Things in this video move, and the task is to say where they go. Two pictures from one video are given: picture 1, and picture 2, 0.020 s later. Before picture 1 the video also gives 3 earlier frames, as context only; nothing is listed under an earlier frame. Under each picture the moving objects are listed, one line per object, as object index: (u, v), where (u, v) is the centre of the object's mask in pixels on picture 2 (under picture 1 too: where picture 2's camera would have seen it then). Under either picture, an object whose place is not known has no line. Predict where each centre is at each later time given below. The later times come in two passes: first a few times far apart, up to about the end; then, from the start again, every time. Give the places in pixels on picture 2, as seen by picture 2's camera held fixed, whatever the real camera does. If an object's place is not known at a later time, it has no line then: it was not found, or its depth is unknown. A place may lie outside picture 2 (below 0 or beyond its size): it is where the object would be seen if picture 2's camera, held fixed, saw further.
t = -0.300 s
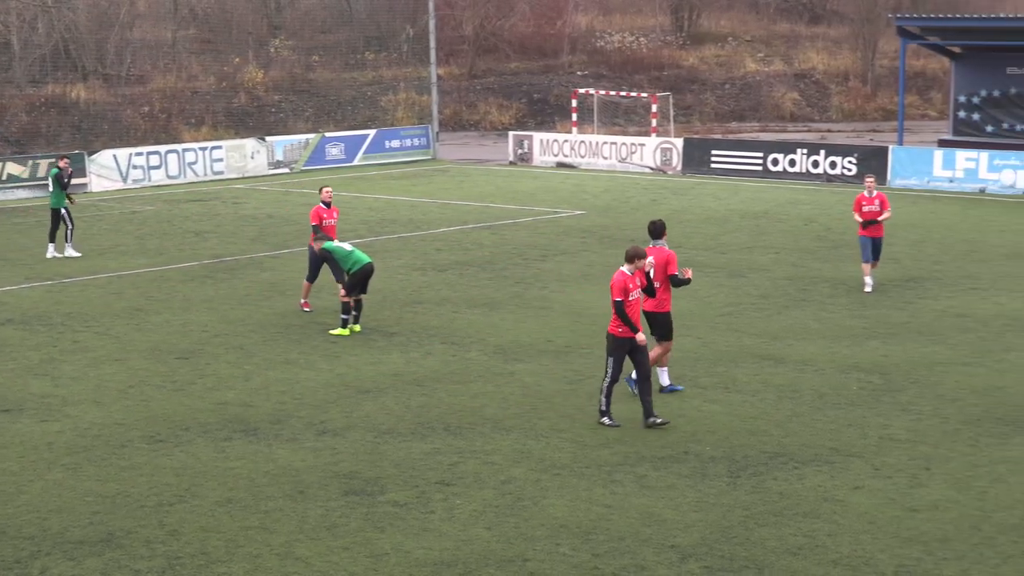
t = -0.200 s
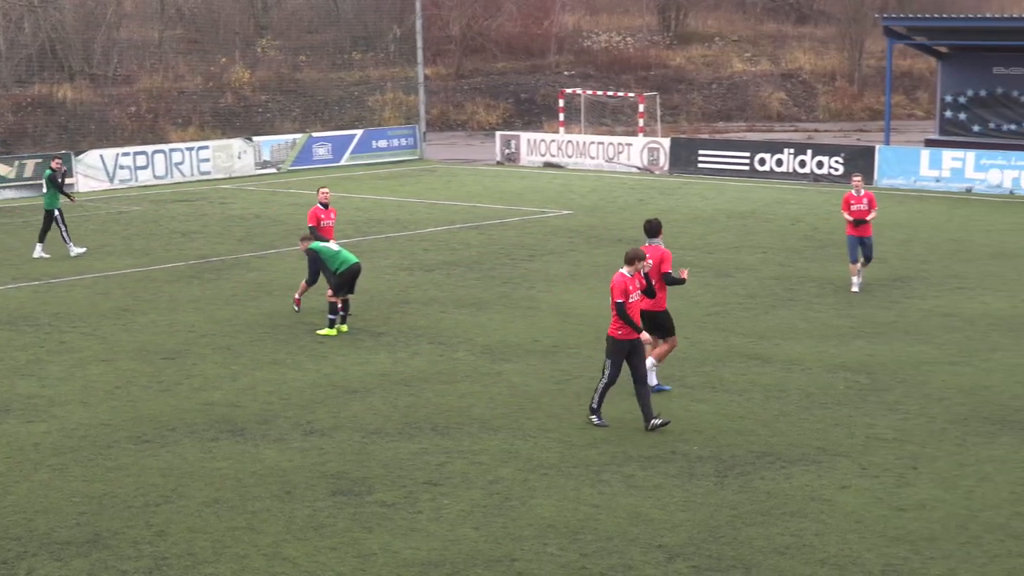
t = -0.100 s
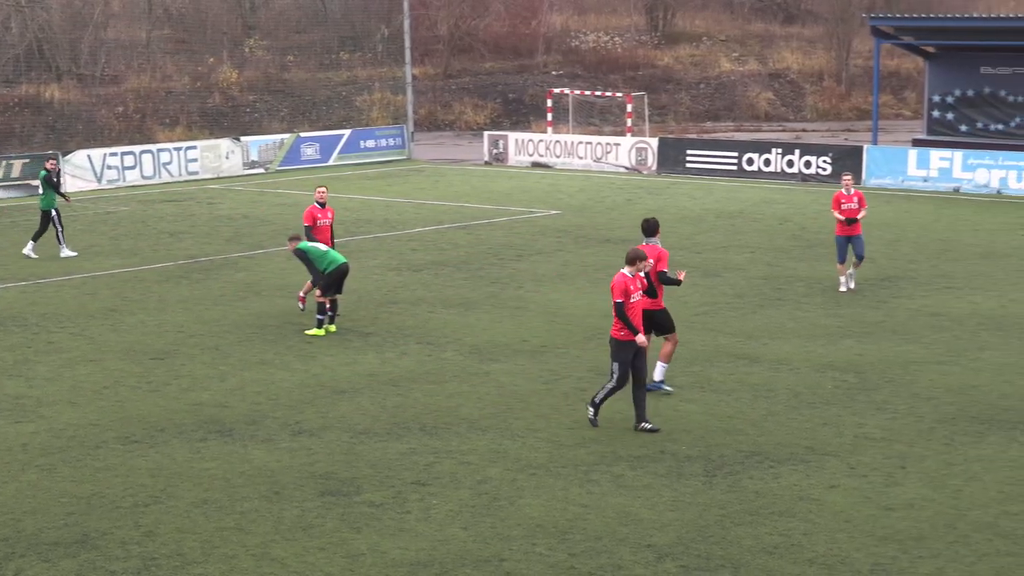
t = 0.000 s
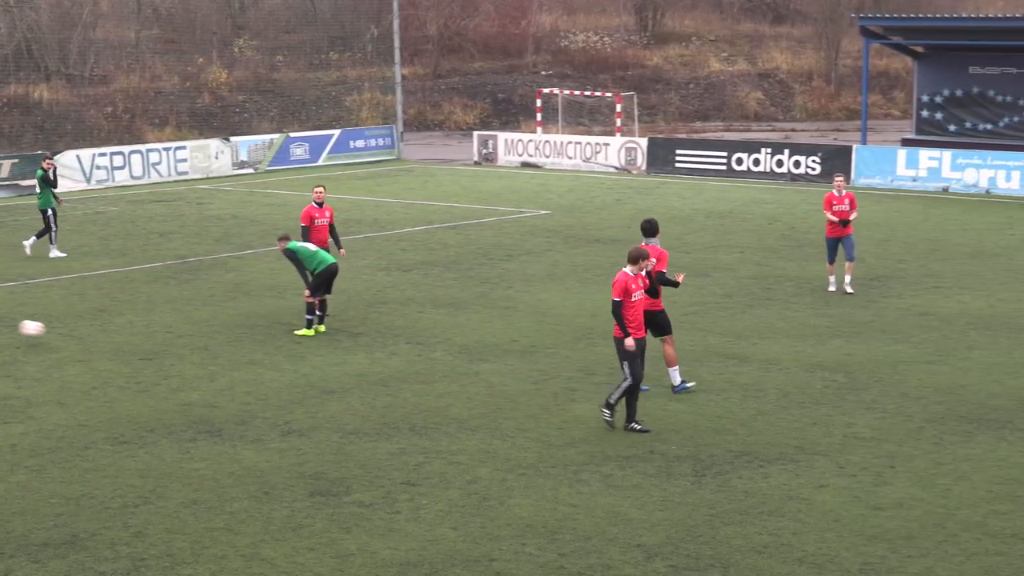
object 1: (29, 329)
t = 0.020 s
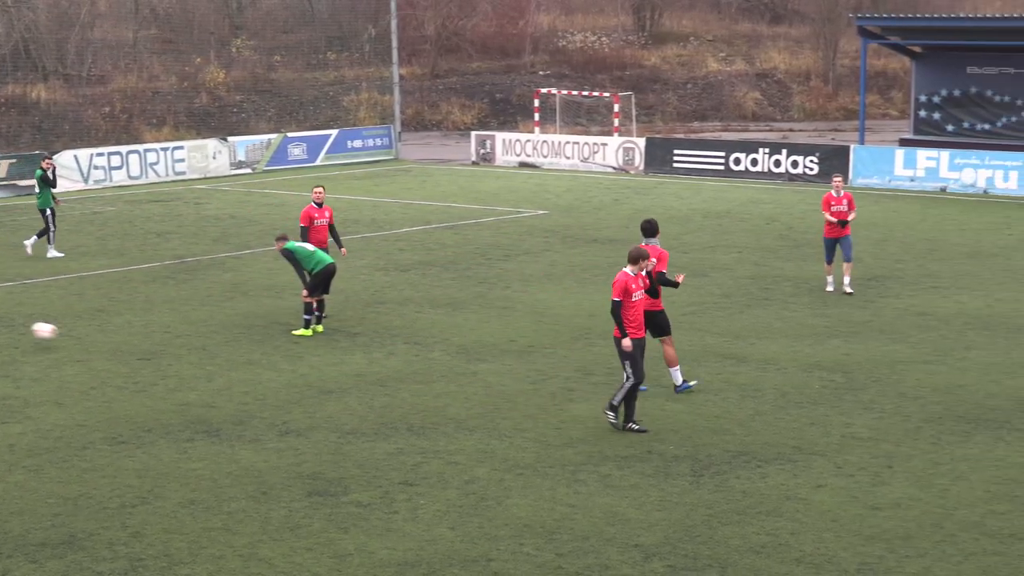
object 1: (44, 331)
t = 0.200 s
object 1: (175, 340)
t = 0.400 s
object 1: (317, 356)
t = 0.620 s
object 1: (457, 365)
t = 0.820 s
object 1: (569, 371)
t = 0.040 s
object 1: (59, 333)
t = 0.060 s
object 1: (74, 336)
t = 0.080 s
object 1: (90, 340)
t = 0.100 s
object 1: (106, 343)
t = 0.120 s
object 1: (120, 343)
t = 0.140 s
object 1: (134, 342)
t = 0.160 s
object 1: (148, 341)
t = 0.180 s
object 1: (162, 340)
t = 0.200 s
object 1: (175, 340)
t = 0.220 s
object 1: (190, 341)
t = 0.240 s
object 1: (203, 342)
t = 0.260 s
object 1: (217, 342)
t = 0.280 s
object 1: (232, 344)
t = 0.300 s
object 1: (246, 345)
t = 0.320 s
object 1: (261, 347)
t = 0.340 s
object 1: (275, 350)
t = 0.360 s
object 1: (290, 354)
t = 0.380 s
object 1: (304, 356)
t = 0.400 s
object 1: (317, 356)
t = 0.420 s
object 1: (330, 355)
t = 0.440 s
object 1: (343, 354)
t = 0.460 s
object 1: (355, 354)
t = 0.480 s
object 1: (368, 355)
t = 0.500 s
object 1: (381, 355)
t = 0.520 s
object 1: (394, 357)
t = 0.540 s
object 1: (407, 358)
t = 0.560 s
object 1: (420, 360)
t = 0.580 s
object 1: (433, 363)
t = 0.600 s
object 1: (446, 365)
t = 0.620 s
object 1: (457, 365)
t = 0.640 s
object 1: (468, 363)
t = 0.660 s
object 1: (479, 362)
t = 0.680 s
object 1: (490, 362)
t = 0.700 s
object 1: (501, 362)
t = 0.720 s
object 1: (513, 363)
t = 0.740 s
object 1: (524, 364)
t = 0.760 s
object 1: (535, 365)
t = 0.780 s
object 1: (546, 367)
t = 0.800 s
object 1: (557, 369)
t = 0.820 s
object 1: (569, 371)
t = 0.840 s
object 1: (580, 373)
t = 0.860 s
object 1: (590, 372)
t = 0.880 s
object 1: (601, 371)
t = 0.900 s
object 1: (612, 370)
